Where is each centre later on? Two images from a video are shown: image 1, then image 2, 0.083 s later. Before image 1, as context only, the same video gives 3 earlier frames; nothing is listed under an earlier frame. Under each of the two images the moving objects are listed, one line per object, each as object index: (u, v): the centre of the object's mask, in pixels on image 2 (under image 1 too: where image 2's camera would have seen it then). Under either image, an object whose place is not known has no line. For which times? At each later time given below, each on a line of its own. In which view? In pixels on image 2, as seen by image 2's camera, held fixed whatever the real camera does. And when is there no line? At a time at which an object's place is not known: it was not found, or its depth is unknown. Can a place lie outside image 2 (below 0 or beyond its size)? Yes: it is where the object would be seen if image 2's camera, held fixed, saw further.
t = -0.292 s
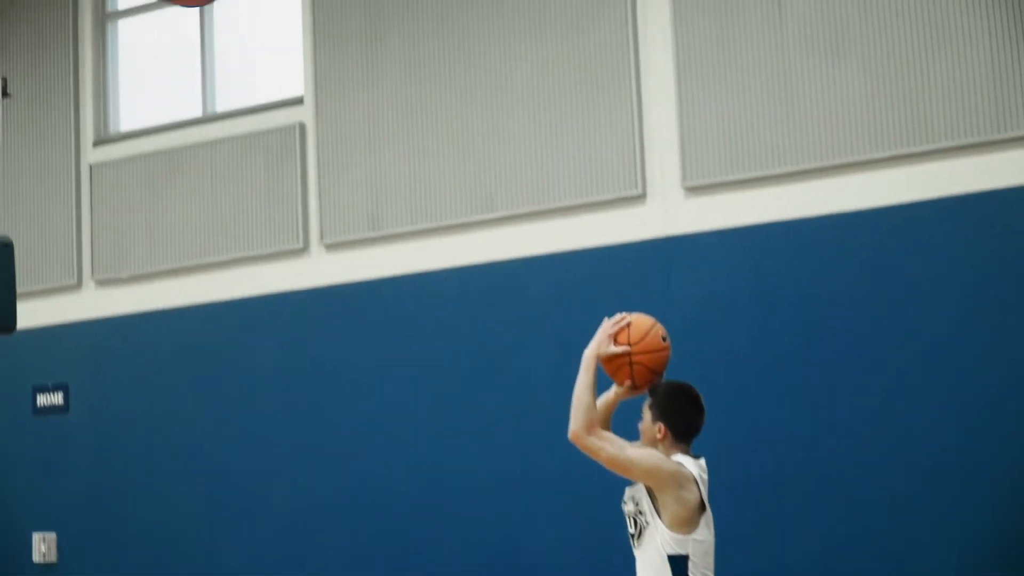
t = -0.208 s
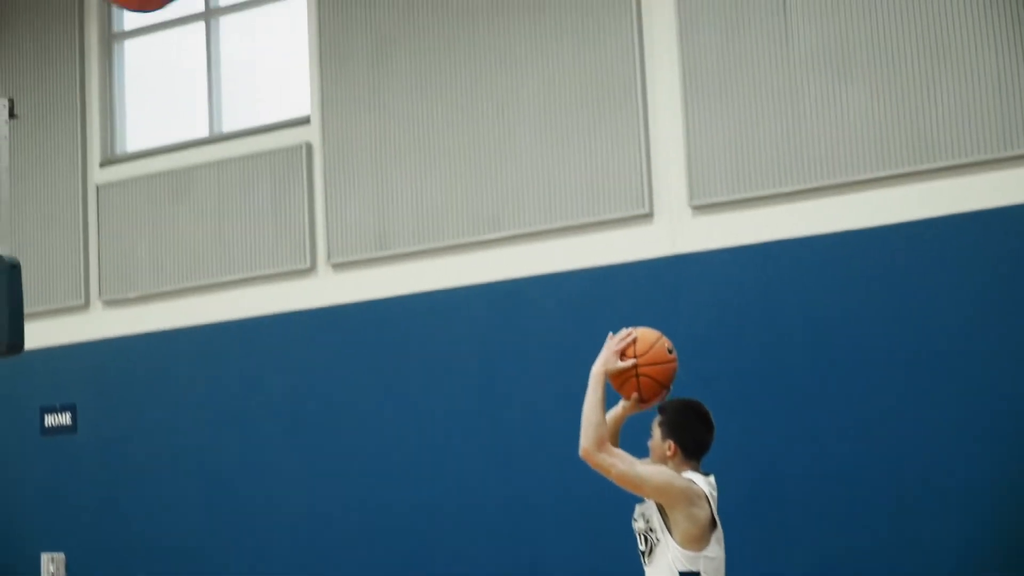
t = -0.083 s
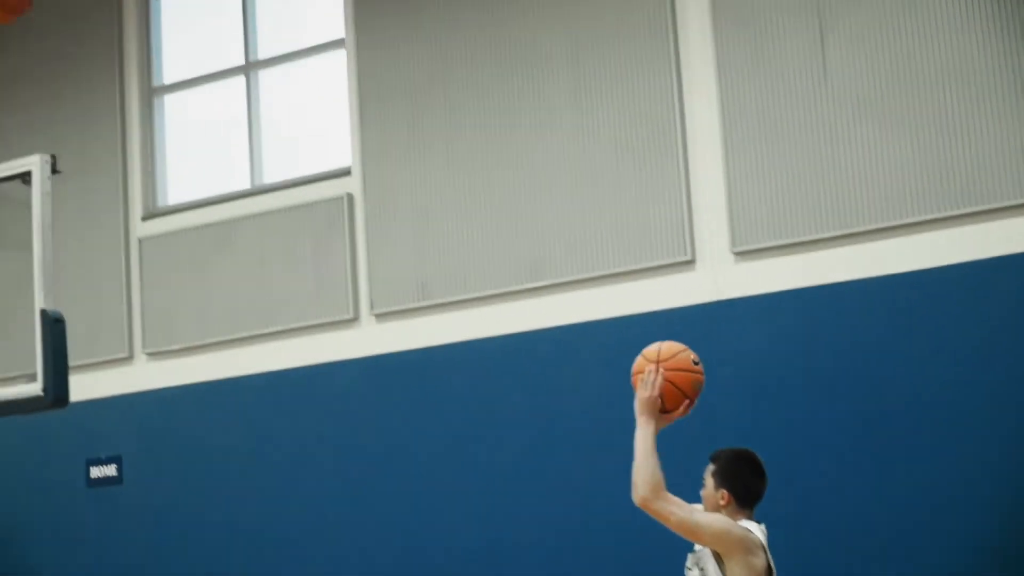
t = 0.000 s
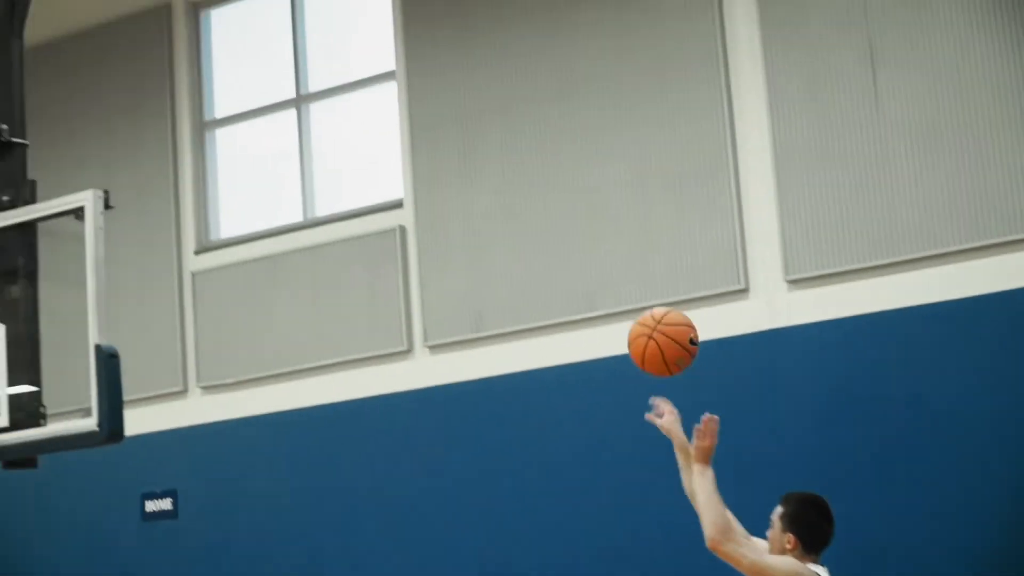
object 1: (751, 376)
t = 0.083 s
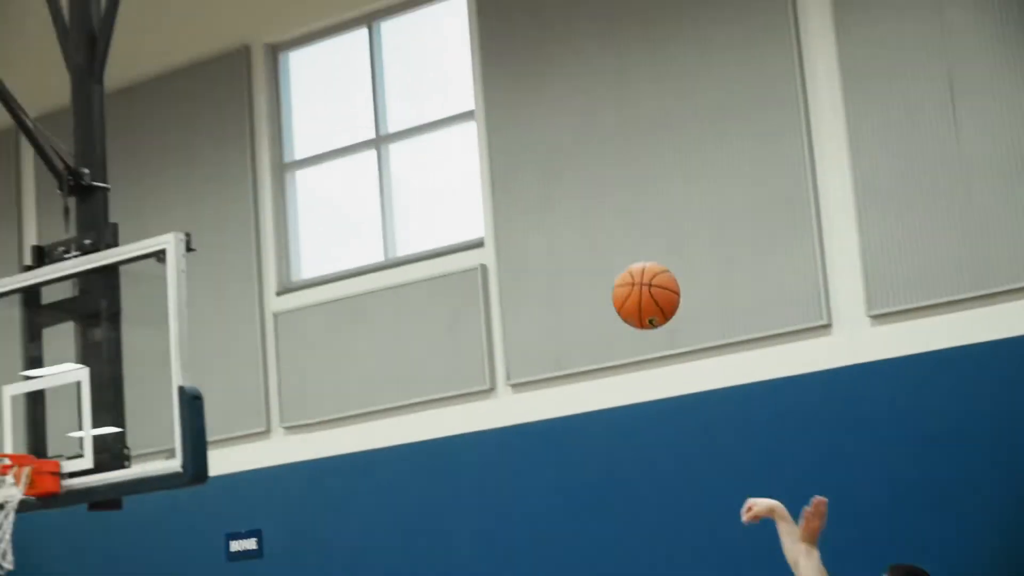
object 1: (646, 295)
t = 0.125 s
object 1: (600, 265)
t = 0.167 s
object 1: (555, 239)
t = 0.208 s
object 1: (514, 219)
